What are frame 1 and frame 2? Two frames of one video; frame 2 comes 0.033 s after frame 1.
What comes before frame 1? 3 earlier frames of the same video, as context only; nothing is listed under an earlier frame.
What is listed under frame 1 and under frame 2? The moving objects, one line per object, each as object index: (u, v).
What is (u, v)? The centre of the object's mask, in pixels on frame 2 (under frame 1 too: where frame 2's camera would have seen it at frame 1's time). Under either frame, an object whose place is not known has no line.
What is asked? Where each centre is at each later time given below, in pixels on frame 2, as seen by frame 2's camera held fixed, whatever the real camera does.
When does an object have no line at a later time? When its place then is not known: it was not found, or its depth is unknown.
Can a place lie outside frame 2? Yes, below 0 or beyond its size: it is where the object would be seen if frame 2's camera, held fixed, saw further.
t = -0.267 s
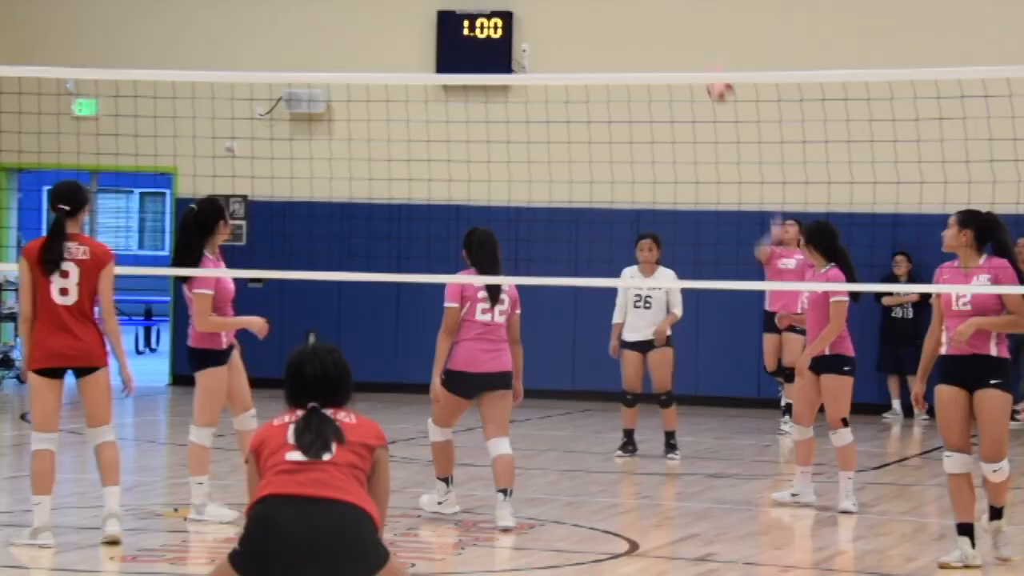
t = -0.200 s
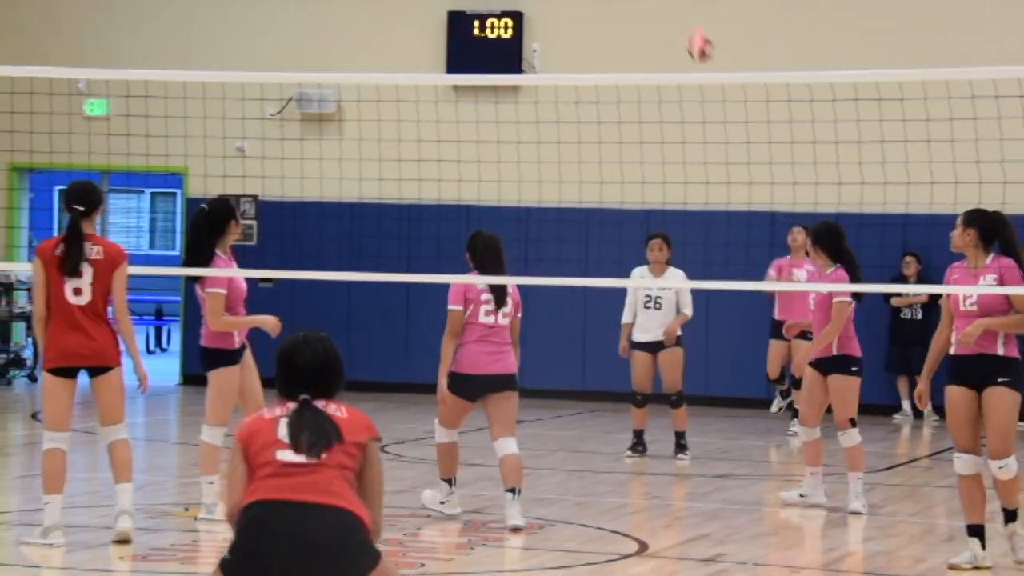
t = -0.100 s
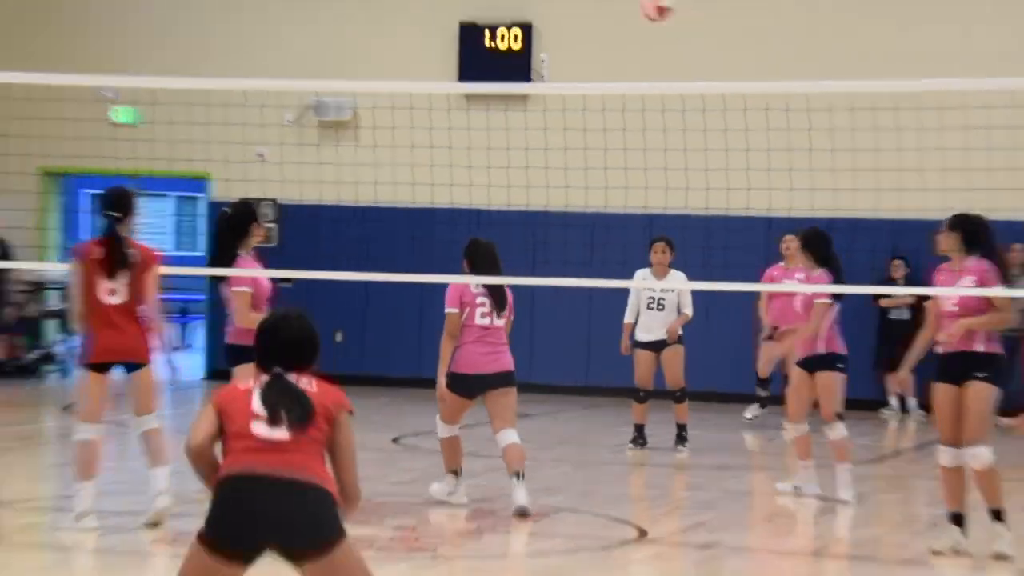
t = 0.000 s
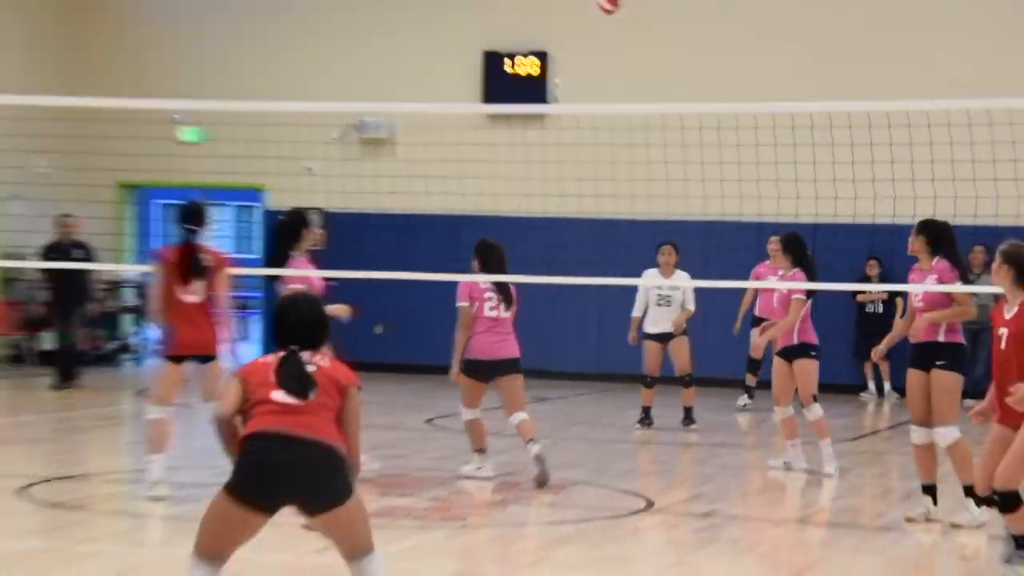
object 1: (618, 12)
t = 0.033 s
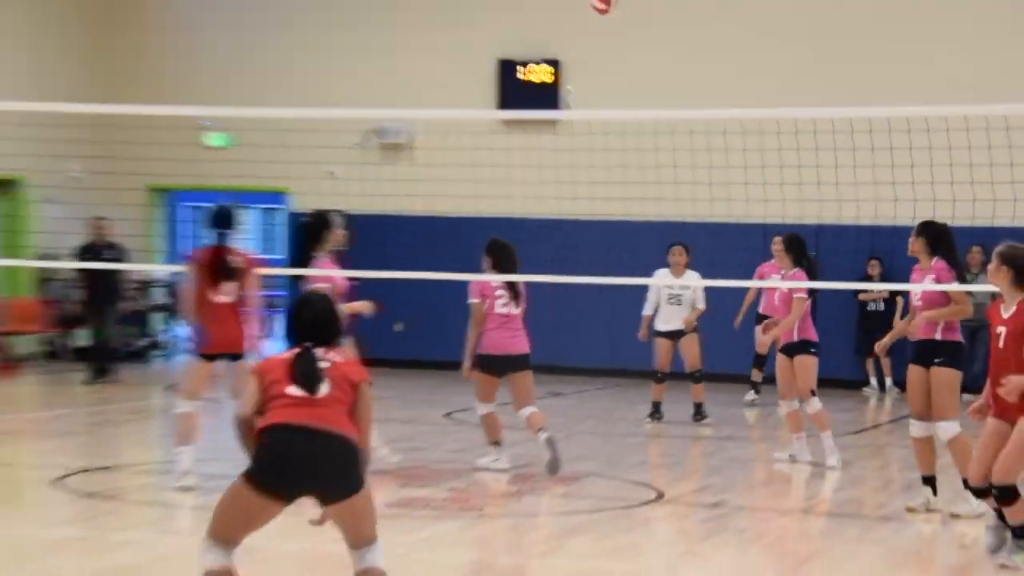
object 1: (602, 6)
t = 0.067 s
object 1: (587, 3)
